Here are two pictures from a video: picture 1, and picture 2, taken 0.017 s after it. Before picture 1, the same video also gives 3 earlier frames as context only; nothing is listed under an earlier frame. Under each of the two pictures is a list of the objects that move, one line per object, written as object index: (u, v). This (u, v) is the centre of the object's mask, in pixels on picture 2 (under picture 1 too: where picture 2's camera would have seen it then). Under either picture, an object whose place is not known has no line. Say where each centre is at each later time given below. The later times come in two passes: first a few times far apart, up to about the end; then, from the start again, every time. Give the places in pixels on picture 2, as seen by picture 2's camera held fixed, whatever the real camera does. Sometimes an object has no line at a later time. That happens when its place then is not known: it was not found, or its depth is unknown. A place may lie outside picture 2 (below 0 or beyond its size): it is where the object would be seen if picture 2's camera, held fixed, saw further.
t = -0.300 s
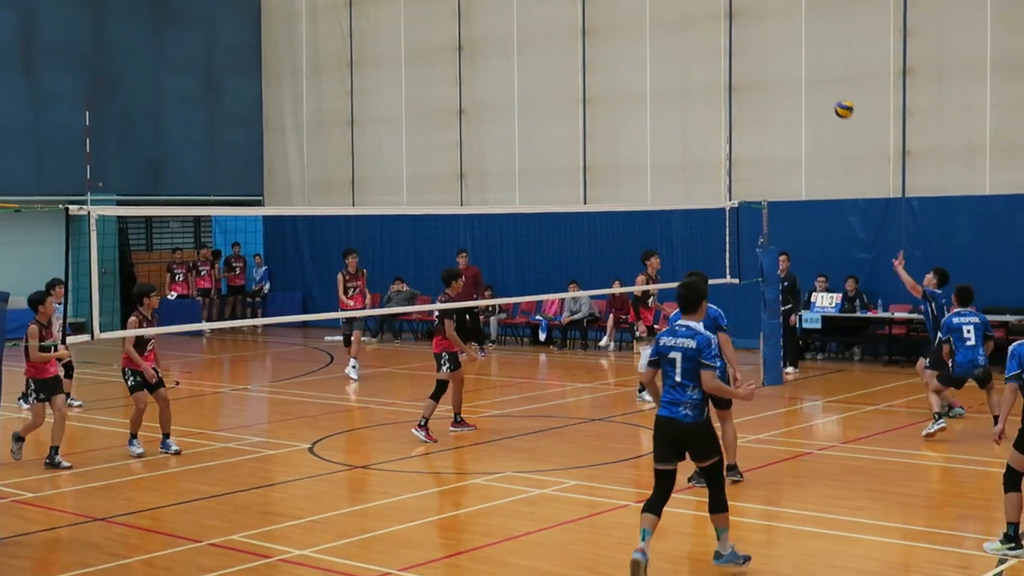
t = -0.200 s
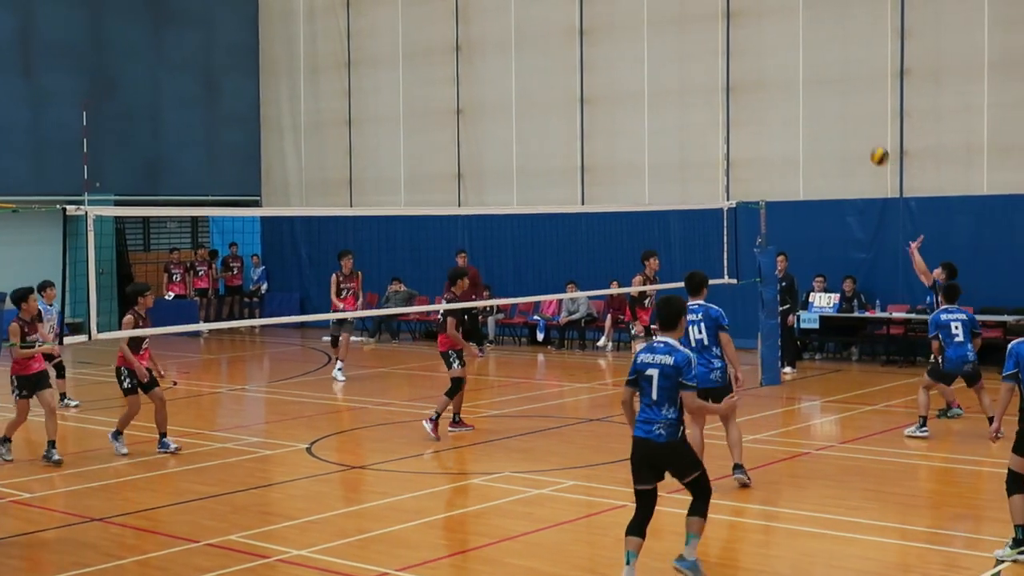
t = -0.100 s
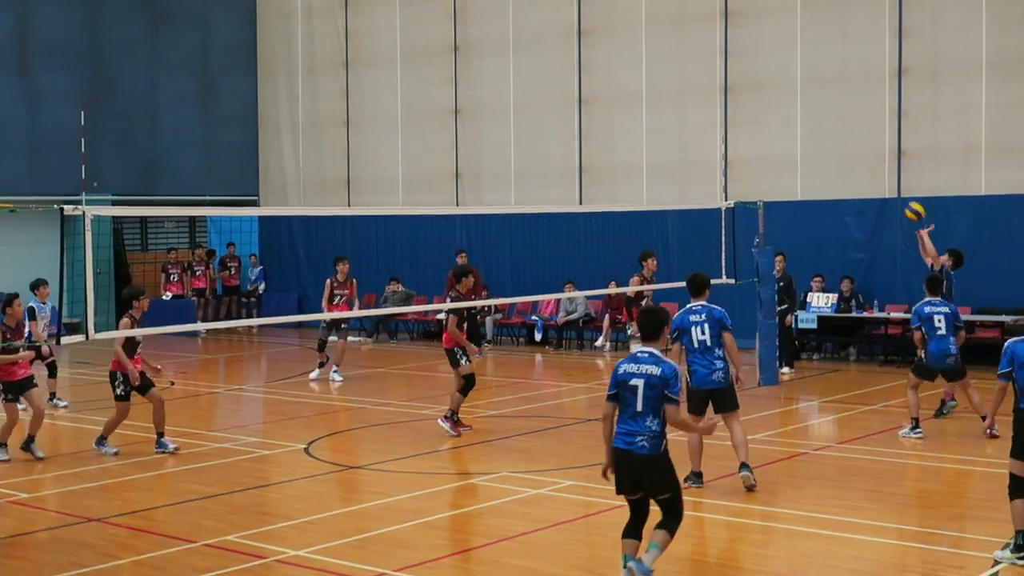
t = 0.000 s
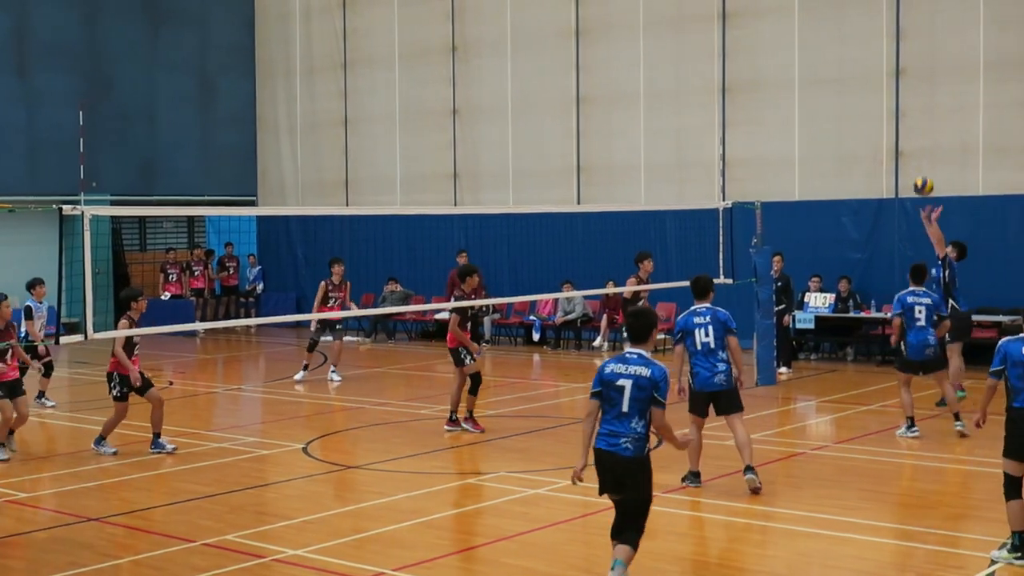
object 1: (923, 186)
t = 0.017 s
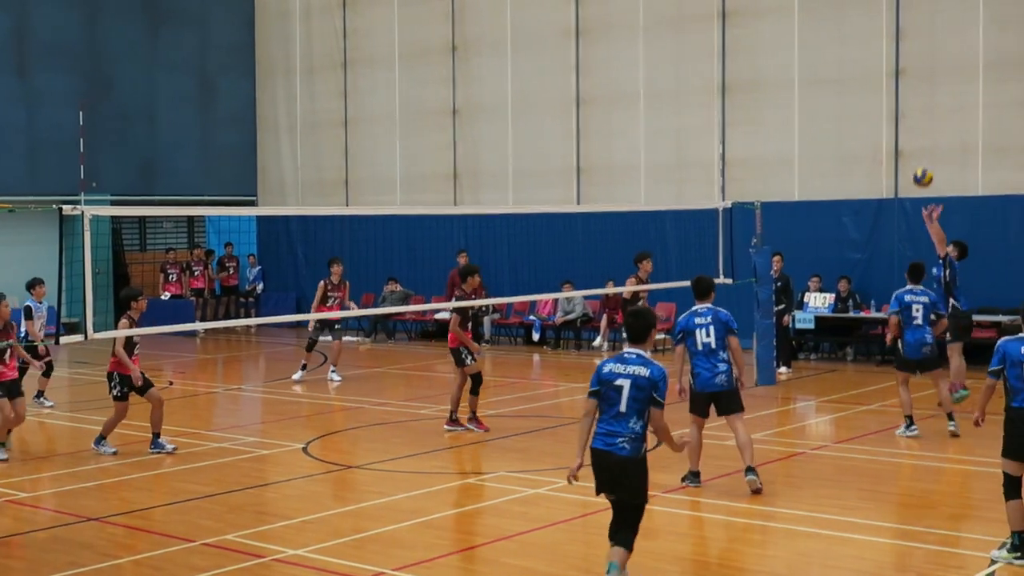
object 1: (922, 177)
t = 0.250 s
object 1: (919, 77)
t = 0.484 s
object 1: (917, 26)
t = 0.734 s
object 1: (914, 26)
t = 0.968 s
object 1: (911, 79)
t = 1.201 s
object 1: (908, 183)
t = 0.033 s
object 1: (922, 169)
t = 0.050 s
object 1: (922, 160)
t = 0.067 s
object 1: (922, 151)
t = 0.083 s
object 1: (922, 143)
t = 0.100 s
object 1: (922, 136)
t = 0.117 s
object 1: (921, 129)
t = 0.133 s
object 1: (921, 122)
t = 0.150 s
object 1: (921, 115)
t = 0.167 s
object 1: (921, 108)
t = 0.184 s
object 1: (921, 101)
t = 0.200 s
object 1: (921, 95)
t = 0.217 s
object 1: (920, 88)
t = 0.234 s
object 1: (919, 83)
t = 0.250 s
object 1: (919, 77)
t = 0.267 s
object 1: (919, 72)
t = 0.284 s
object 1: (919, 67)
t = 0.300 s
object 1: (919, 62)
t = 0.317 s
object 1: (919, 58)
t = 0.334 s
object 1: (919, 54)
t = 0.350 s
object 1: (918, 50)
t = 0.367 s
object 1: (919, 45)
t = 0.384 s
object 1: (919, 42)
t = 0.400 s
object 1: (919, 38)
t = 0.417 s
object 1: (918, 35)
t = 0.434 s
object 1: (918, 32)
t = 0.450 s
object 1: (918, 30)
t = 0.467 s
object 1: (918, 28)
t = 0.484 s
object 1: (917, 26)
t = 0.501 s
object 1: (917, 24)
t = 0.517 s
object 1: (917, 22)
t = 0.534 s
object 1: (916, 21)
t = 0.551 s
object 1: (916, 20)
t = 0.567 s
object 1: (916, 19)
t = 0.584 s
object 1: (916, 18)
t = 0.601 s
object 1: (916, 18)
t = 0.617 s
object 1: (916, 18)
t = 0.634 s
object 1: (915, 18)
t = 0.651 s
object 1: (915, 19)
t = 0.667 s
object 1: (915, 20)
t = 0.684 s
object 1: (915, 21)
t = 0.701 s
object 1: (914, 22)
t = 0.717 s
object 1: (914, 24)
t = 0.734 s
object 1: (914, 26)
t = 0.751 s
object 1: (914, 28)
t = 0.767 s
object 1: (914, 30)
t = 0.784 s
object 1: (913, 32)
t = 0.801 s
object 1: (913, 34)
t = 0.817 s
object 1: (913, 38)
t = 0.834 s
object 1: (913, 42)
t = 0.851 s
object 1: (912, 46)
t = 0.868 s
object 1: (912, 49)
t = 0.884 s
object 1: (912, 54)
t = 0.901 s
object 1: (911, 58)
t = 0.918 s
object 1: (911, 63)
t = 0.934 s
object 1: (911, 68)
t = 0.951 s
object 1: (911, 73)
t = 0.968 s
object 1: (911, 79)
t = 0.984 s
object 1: (912, 84)
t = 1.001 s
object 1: (912, 91)
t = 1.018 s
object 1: (911, 97)
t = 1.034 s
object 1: (911, 103)
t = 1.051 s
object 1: (910, 110)
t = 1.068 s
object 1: (910, 118)
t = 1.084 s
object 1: (910, 125)
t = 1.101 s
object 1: (910, 132)
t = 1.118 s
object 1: (910, 140)
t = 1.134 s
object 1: (910, 148)
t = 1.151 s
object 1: (909, 156)
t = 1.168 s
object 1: (909, 165)
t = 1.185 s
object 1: (909, 174)
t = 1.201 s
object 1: (908, 183)
